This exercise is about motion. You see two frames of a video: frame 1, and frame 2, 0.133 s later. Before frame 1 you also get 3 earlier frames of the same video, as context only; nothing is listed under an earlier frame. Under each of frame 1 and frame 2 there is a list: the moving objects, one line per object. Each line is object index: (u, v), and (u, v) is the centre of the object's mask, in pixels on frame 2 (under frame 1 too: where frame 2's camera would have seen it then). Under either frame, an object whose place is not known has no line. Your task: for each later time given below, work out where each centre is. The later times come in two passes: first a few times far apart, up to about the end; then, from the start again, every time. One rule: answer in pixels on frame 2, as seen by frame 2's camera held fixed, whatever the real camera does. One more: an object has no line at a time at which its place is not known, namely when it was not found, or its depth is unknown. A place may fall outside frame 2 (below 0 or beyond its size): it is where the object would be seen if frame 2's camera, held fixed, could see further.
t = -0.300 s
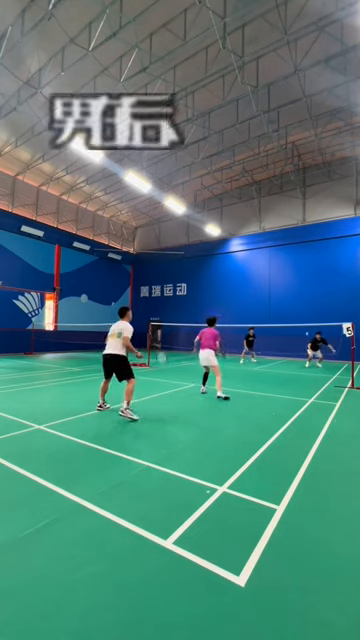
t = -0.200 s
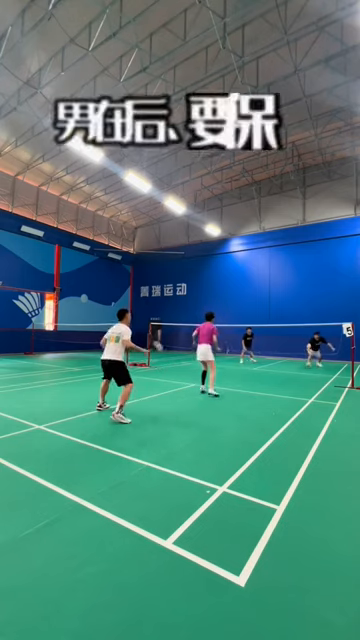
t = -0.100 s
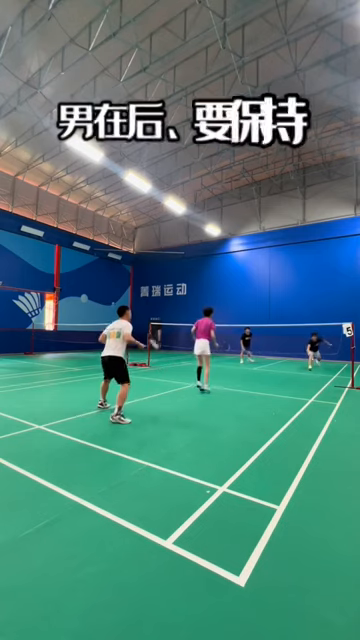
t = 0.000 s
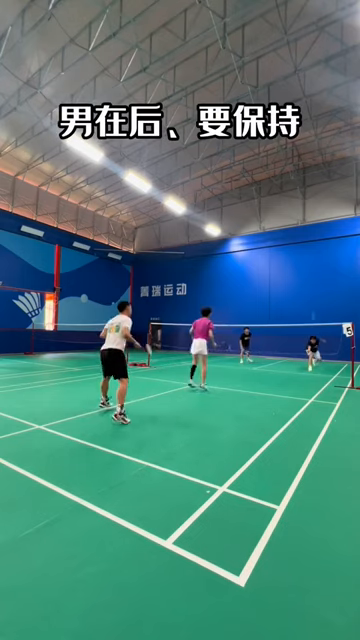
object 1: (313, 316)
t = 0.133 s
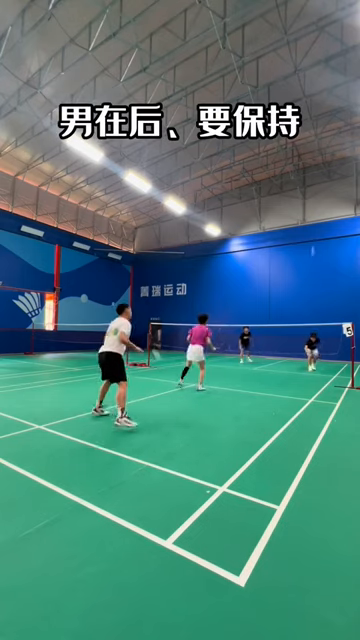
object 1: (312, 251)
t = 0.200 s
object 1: (311, 223)
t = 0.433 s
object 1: (307, 141)
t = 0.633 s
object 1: (300, 87)
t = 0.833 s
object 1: (293, 60)
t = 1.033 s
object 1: (279, 57)
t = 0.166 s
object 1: (311, 236)
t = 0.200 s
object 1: (311, 223)
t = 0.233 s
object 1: (311, 209)
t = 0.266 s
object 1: (310, 196)
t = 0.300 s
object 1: (309, 184)
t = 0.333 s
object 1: (309, 173)
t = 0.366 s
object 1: (308, 162)
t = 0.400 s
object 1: (308, 151)
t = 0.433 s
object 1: (307, 141)
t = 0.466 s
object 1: (307, 131)
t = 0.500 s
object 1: (306, 122)
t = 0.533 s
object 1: (305, 112)
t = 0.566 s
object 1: (304, 104)
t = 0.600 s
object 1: (303, 96)
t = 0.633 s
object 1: (300, 87)
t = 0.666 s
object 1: (300, 83)
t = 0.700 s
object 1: (299, 78)
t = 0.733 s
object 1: (298, 73)
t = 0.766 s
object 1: (296, 68)
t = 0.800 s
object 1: (295, 64)
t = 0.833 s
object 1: (293, 60)
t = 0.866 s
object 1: (291, 57)
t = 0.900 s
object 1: (289, 55)
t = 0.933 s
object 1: (287, 54)
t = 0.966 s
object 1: (284, 54)
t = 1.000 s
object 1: (282, 55)
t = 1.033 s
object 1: (279, 57)
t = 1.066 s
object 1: (276, 60)
